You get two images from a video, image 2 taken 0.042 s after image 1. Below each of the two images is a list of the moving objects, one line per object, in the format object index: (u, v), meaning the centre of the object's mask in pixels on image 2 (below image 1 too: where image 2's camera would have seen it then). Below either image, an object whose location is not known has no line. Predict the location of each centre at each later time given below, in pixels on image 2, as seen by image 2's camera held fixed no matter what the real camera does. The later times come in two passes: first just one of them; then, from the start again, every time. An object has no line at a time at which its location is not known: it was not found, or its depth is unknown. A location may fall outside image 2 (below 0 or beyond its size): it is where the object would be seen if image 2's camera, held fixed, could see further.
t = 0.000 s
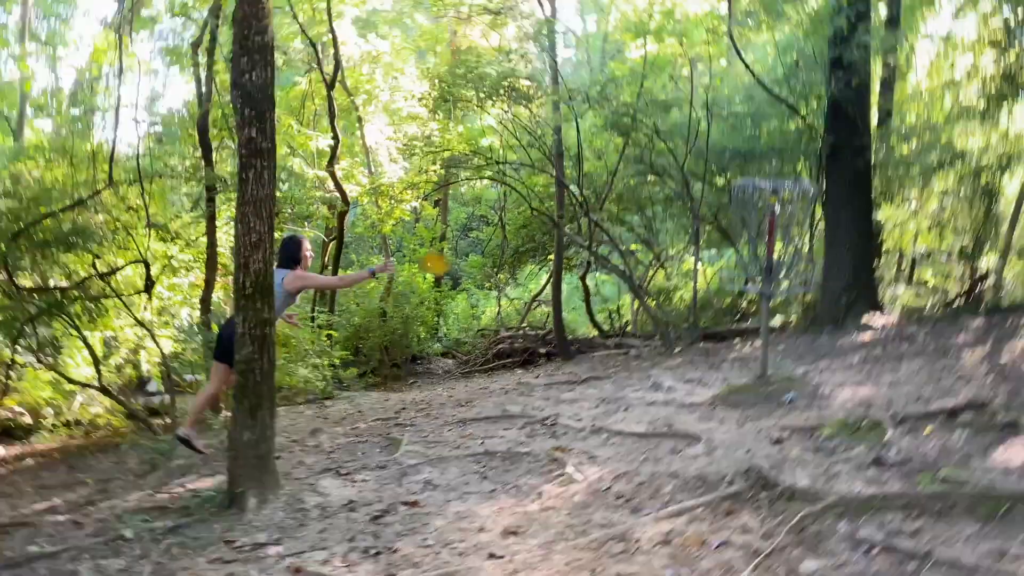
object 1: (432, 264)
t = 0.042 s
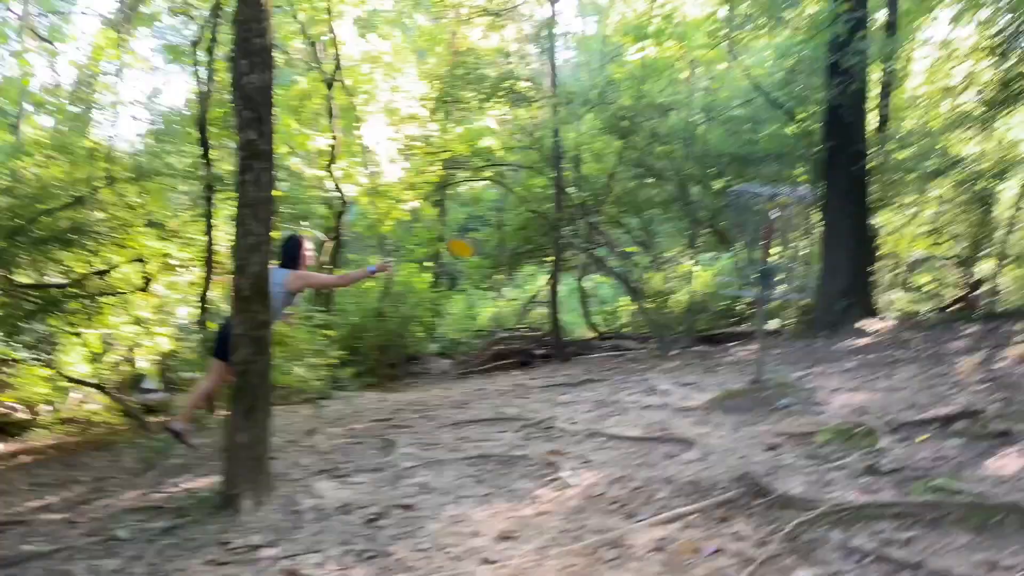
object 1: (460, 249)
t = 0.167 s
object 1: (543, 219)
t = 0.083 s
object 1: (490, 236)
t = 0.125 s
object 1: (517, 226)
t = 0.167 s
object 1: (543, 219)
